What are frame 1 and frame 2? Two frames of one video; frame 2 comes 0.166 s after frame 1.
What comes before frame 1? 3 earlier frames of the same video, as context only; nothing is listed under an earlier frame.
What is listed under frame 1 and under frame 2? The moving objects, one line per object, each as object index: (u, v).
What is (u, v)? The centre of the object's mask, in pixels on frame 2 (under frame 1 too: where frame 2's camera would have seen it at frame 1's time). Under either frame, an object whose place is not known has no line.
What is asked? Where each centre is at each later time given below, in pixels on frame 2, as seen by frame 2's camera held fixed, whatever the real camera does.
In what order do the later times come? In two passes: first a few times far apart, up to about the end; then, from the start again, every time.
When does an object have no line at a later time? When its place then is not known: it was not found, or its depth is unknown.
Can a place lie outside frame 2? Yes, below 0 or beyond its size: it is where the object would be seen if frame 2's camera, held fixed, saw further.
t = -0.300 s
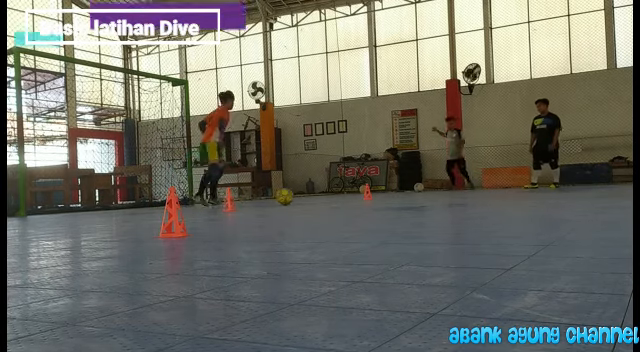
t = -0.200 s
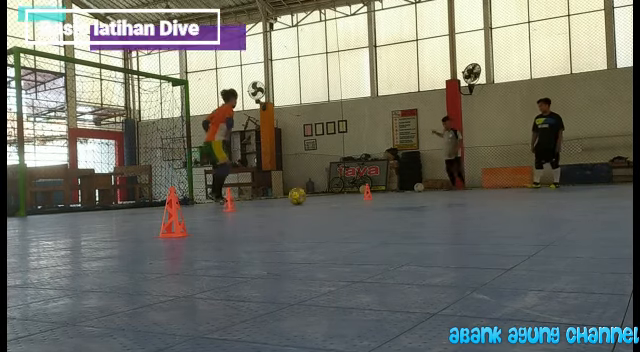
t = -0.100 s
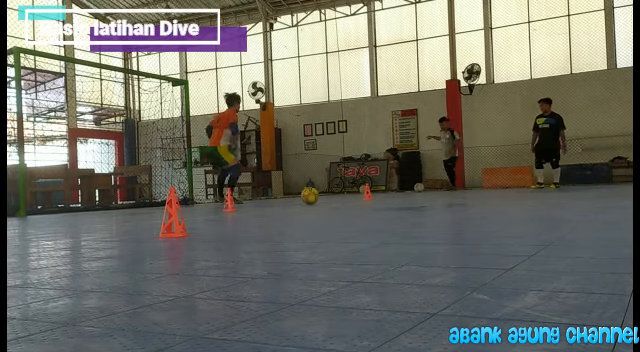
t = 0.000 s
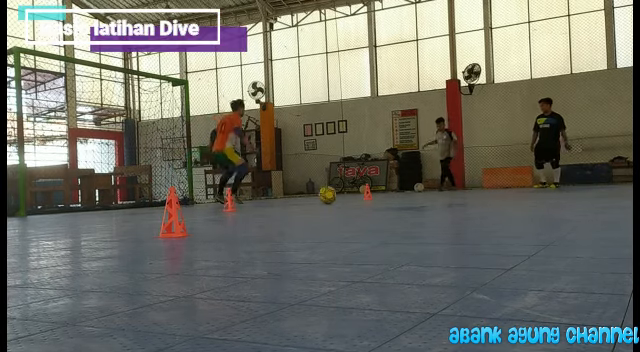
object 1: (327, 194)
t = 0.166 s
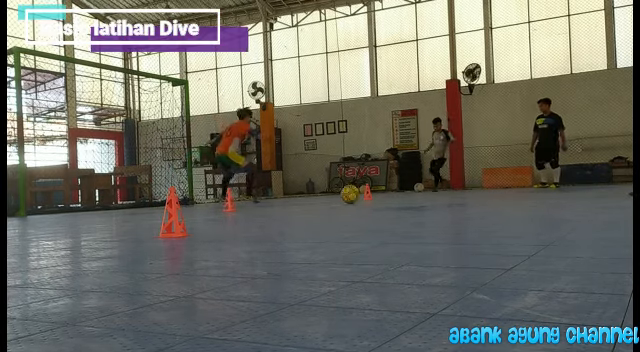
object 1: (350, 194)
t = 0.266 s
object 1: (364, 193)
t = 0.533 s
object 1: (405, 192)
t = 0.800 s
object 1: (450, 190)
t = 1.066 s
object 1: (500, 190)
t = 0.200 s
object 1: (354, 194)
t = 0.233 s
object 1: (359, 194)
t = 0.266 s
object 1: (364, 193)
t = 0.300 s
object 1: (369, 193)
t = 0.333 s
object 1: (375, 193)
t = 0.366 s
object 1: (379, 193)
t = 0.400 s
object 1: (384, 193)
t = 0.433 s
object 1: (389, 193)
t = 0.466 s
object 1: (394, 193)
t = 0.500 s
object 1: (399, 192)
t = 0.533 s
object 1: (405, 192)
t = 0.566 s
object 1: (411, 192)
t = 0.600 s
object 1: (416, 191)
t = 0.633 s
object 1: (421, 191)
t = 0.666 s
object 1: (427, 191)
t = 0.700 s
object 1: (433, 191)
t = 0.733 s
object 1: (438, 191)
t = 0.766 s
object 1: (444, 191)
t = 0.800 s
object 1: (450, 190)
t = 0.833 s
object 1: (455, 191)
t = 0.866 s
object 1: (462, 190)
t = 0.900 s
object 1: (468, 190)
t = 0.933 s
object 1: (474, 190)
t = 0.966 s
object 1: (480, 190)
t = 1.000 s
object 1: (486, 189)
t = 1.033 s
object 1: (492, 189)
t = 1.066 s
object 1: (500, 190)
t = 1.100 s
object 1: (506, 189)
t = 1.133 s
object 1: (513, 189)
